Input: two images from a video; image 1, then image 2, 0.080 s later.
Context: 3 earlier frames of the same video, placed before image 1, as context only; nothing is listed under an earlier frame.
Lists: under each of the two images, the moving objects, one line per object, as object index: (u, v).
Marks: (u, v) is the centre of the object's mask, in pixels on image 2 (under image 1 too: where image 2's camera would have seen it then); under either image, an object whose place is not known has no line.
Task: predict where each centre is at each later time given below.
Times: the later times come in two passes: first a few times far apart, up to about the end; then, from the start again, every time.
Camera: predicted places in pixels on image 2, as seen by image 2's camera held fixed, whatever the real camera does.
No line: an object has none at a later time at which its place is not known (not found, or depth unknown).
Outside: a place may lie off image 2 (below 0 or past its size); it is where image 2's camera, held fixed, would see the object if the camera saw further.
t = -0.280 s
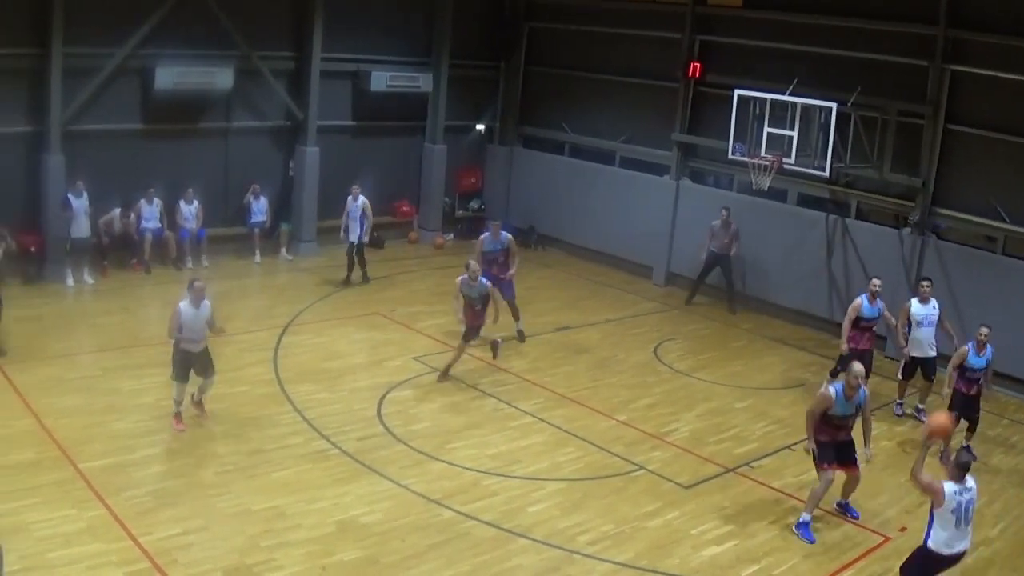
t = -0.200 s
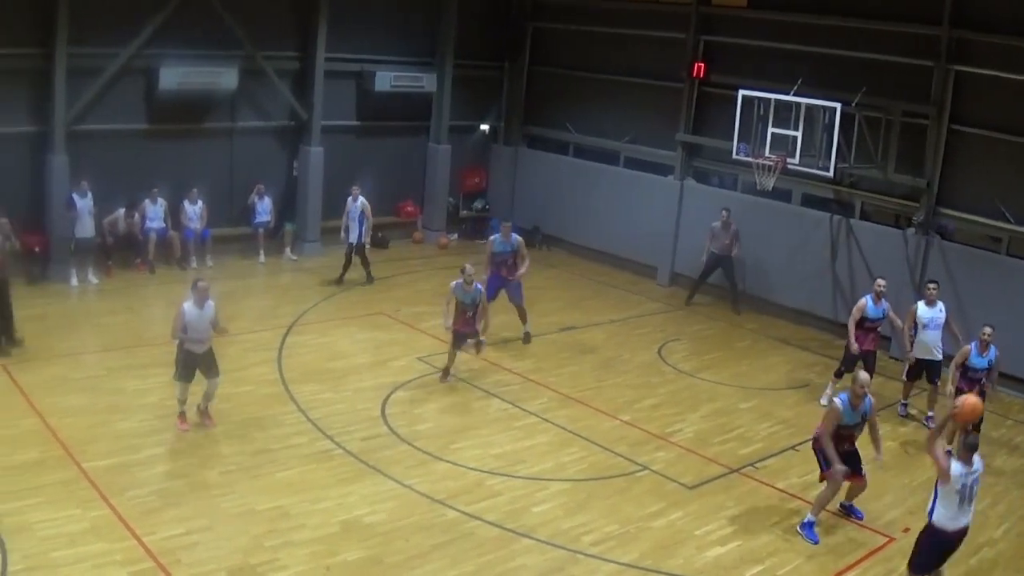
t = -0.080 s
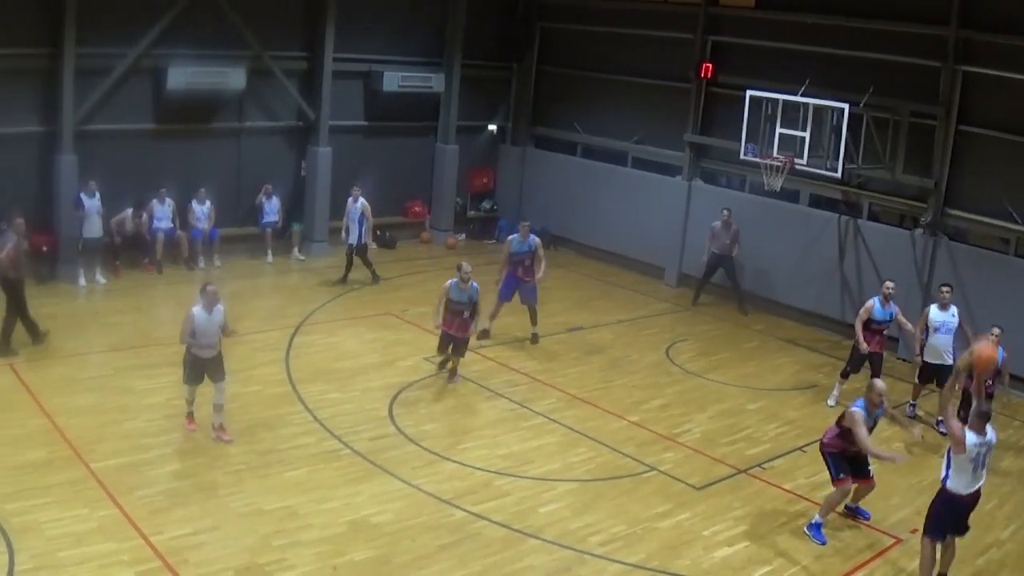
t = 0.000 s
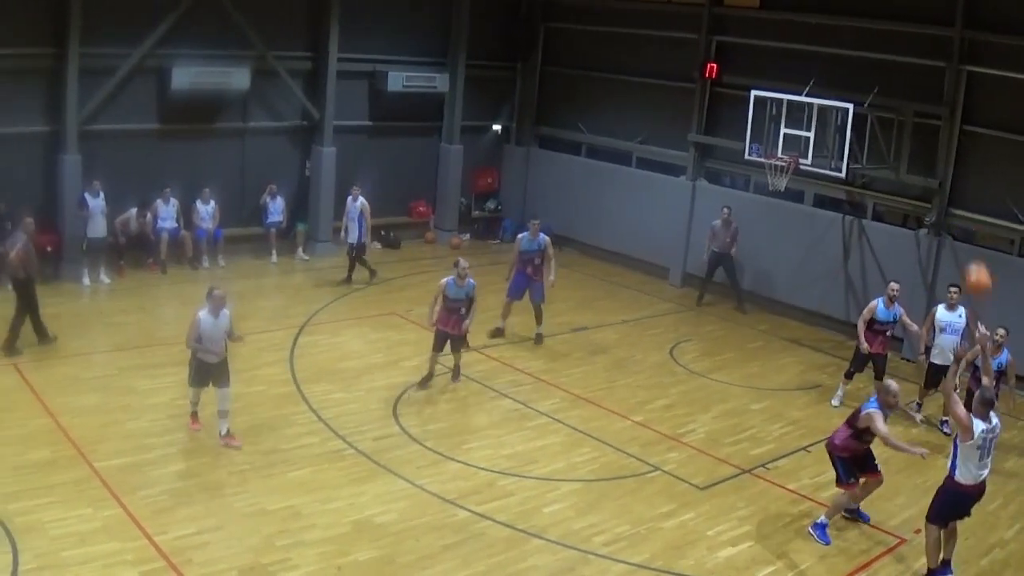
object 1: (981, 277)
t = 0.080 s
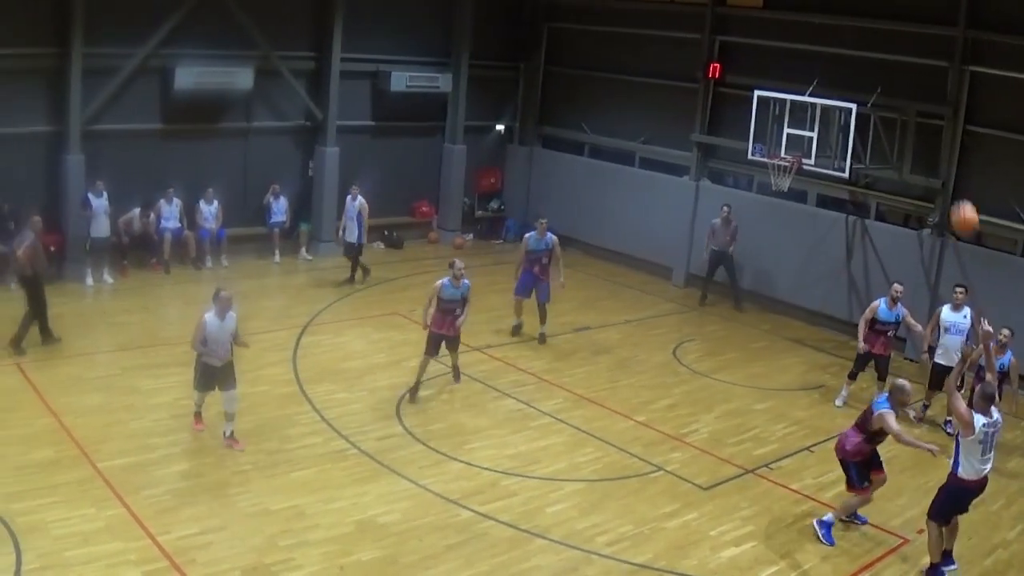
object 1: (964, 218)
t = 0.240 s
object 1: (931, 128)
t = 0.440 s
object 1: (893, 71)
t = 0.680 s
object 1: (850, 60)
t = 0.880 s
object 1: (818, 86)
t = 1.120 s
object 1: (784, 147)
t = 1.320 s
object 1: (773, 123)
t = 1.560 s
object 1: (760, 109)
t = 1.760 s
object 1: (743, 128)
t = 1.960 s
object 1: (722, 177)
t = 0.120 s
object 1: (956, 190)
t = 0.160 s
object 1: (948, 167)
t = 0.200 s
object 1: (939, 146)
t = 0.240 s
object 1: (931, 128)
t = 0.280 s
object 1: (924, 112)
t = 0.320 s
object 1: (916, 98)
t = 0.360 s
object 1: (908, 87)
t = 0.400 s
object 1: (900, 78)
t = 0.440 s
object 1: (893, 71)
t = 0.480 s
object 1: (885, 65)
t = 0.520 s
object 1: (878, 62)
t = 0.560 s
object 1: (871, 59)
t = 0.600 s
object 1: (864, 59)
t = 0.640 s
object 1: (857, 59)
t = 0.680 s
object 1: (850, 60)
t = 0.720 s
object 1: (843, 64)
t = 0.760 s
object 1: (837, 68)
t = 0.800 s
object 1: (831, 73)
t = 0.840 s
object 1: (825, 79)
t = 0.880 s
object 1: (818, 86)
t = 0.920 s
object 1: (813, 94)
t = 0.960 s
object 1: (807, 104)
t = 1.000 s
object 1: (801, 113)
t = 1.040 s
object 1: (796, 123)
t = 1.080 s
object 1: (790, 136)
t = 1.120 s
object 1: (784, 147)
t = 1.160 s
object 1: (781, 153)
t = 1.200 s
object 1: (779, 144)
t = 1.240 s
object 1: (778, 136)
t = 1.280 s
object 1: (776, 129)
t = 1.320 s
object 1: (773, 123)
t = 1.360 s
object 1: (772, 118)
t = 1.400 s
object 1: (770, 114)
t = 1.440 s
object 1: (767, 111)
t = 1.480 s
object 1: (765, 109)
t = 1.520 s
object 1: (762, 109)
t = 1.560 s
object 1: (760, 109)
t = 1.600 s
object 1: (757, 111)
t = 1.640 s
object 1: (753, 113)
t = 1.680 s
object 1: (750, 117)
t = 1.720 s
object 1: (746, 121)
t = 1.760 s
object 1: (743, 128)
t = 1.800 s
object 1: (739, 134)
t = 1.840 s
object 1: (735, 144)
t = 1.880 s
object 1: (731, 154)
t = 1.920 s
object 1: (726, 165)
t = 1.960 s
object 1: (722, 177)
